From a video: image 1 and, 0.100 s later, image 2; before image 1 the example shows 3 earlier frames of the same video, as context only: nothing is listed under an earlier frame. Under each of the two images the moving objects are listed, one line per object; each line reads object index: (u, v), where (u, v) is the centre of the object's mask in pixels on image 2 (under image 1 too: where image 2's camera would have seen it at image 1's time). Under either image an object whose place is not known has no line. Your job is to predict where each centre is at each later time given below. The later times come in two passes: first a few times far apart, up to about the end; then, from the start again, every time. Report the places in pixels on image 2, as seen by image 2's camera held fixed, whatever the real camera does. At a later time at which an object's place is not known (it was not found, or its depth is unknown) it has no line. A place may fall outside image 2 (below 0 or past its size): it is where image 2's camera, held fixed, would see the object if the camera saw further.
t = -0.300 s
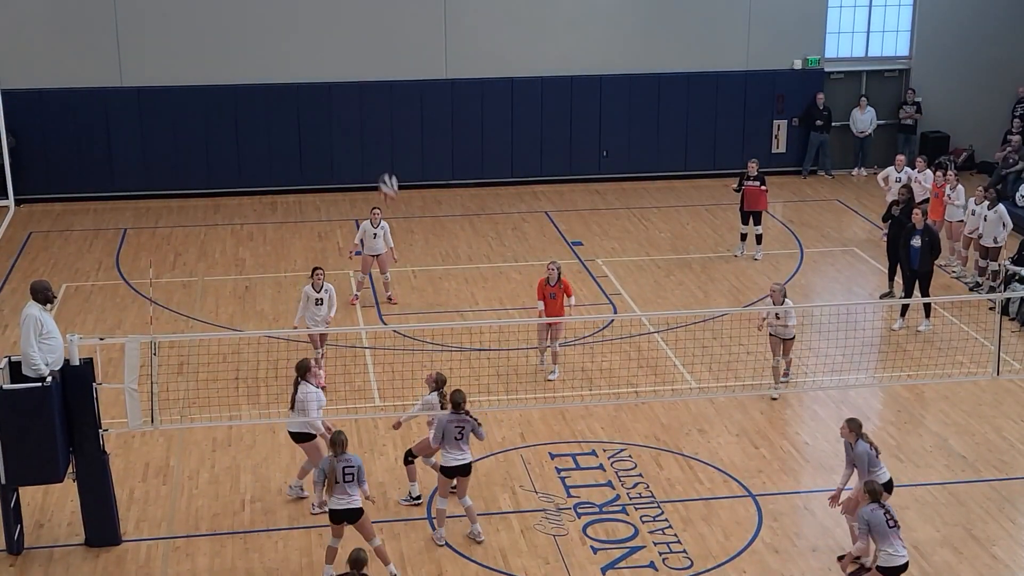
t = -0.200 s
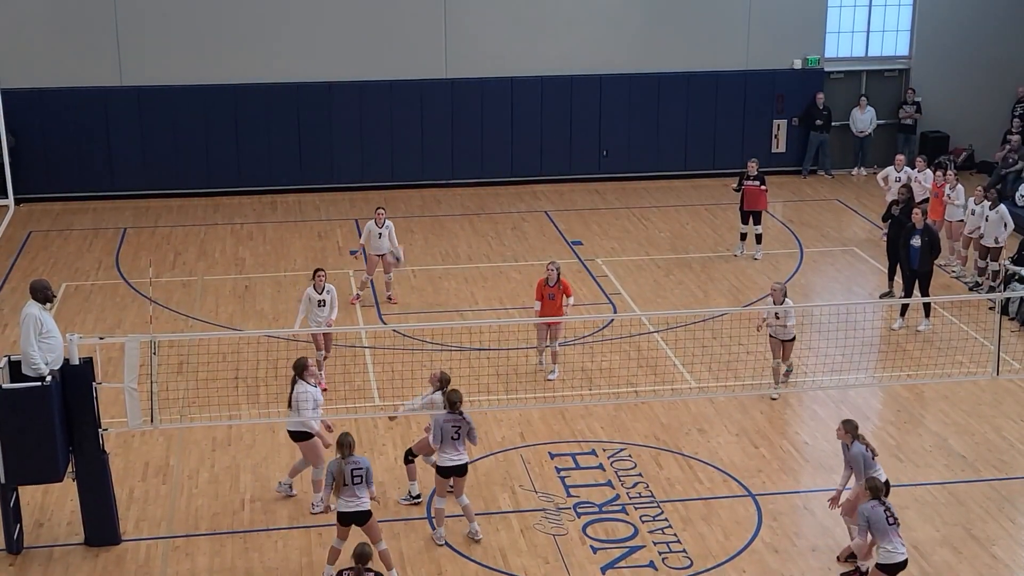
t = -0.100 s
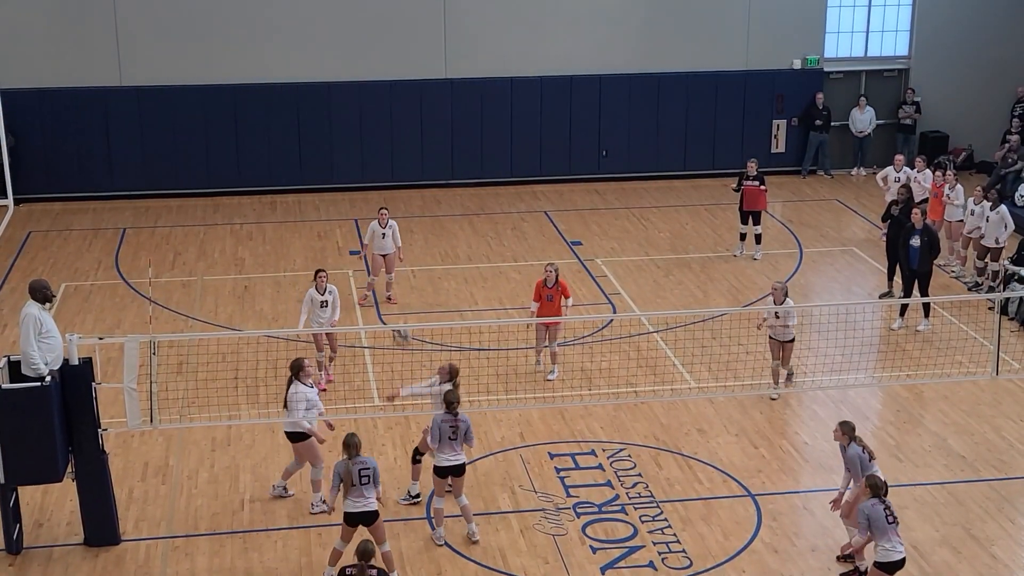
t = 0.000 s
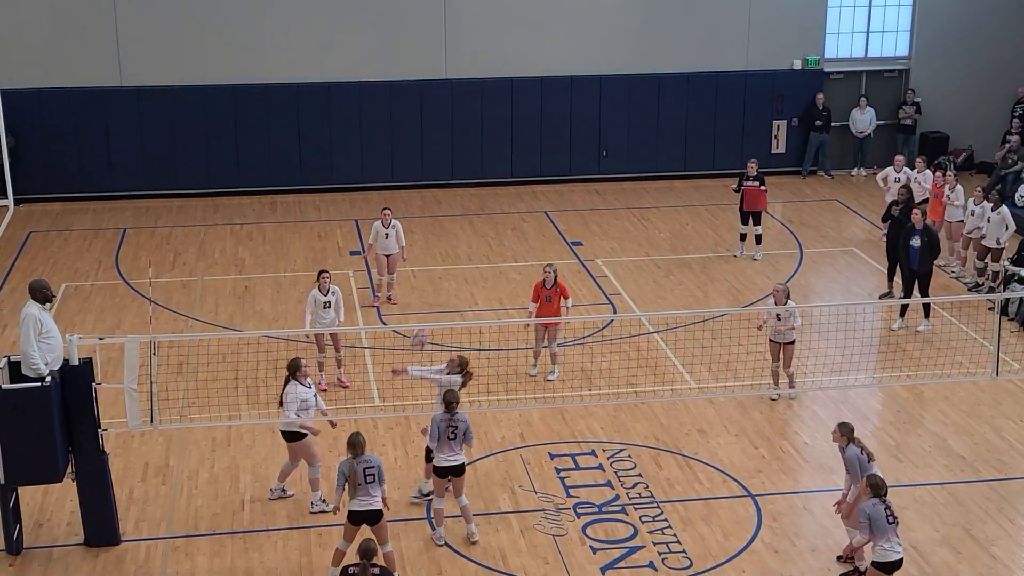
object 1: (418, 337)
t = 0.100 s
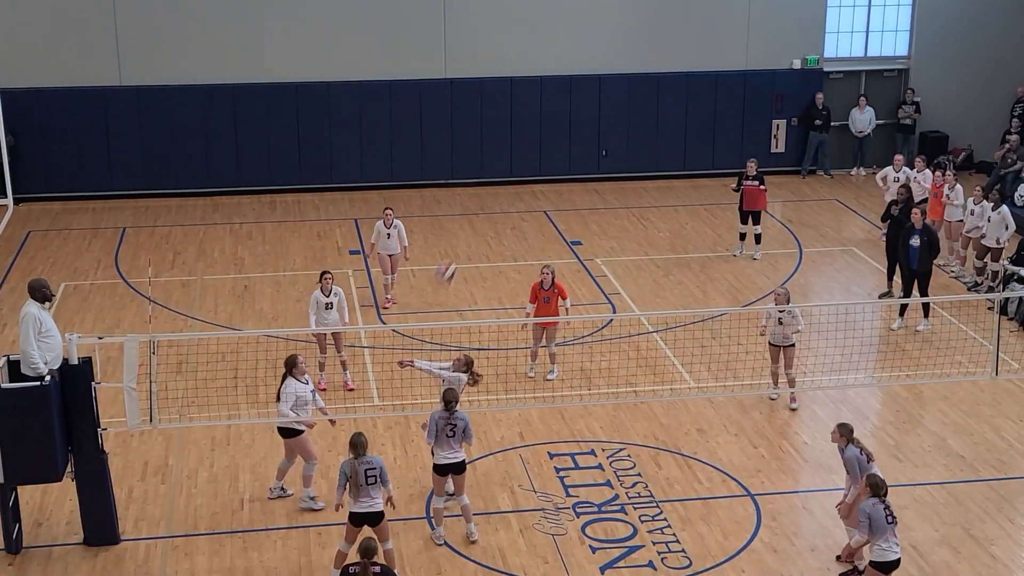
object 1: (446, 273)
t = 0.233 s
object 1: (483, 198)
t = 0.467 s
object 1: (552, 102)
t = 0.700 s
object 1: (626, 56)
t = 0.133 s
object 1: (455, 253)
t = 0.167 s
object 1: (464, 233)
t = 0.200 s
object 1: (474, 216)
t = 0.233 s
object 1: (483, 198)
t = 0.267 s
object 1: (494, 181)
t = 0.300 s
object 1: (503, 166)
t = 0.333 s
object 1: (512, 152)
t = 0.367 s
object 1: (522, 138)
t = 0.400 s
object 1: (533, 125)
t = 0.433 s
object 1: (543, 112)
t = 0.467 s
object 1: (552, 102)
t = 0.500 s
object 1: (563, 92)
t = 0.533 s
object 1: (573, 84)
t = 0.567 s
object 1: (584, 76)
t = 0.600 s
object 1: (594, 69)
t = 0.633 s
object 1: (605, 62)
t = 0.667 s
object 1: (616, 59)
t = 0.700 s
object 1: (626, 56)
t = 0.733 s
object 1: (636, 53)
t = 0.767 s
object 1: (647, 52)
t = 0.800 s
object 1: (657, 52)
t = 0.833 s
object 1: (667, 54)
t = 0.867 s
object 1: (677, 57)
